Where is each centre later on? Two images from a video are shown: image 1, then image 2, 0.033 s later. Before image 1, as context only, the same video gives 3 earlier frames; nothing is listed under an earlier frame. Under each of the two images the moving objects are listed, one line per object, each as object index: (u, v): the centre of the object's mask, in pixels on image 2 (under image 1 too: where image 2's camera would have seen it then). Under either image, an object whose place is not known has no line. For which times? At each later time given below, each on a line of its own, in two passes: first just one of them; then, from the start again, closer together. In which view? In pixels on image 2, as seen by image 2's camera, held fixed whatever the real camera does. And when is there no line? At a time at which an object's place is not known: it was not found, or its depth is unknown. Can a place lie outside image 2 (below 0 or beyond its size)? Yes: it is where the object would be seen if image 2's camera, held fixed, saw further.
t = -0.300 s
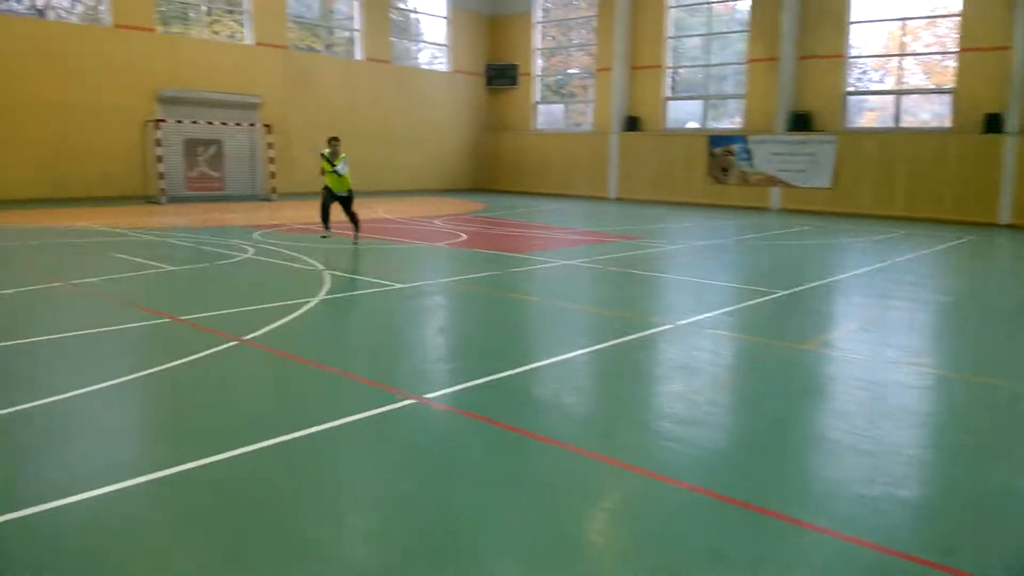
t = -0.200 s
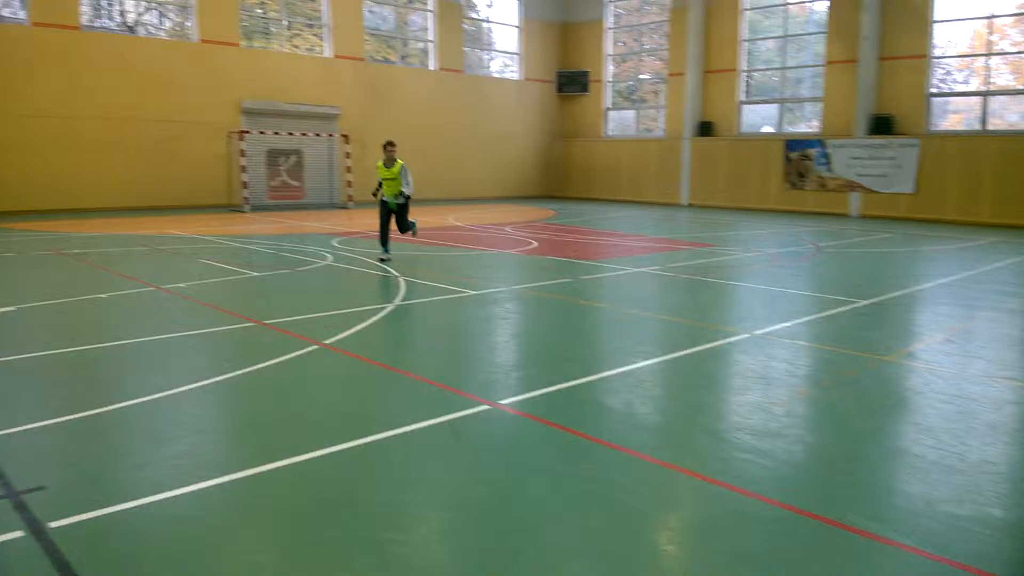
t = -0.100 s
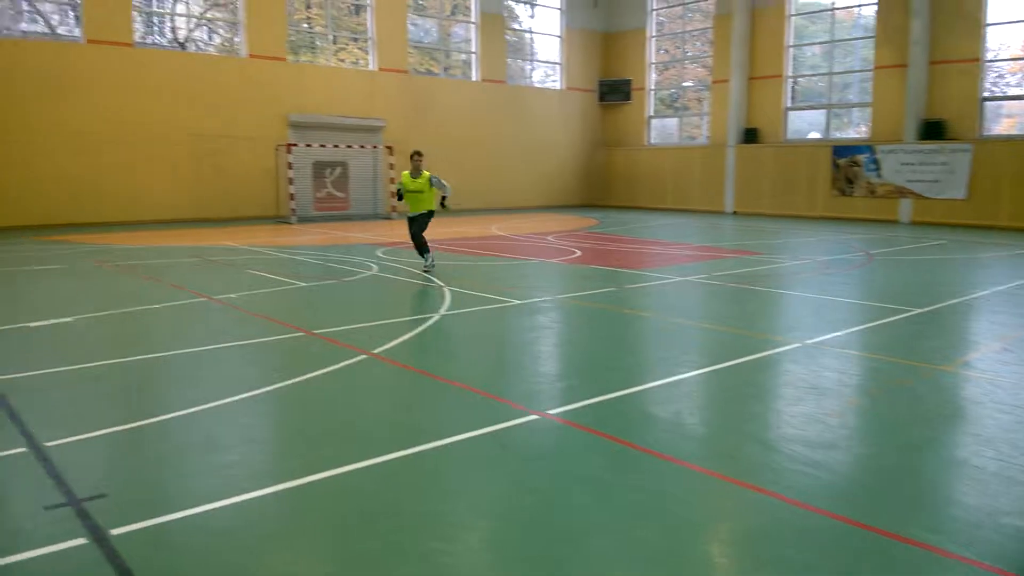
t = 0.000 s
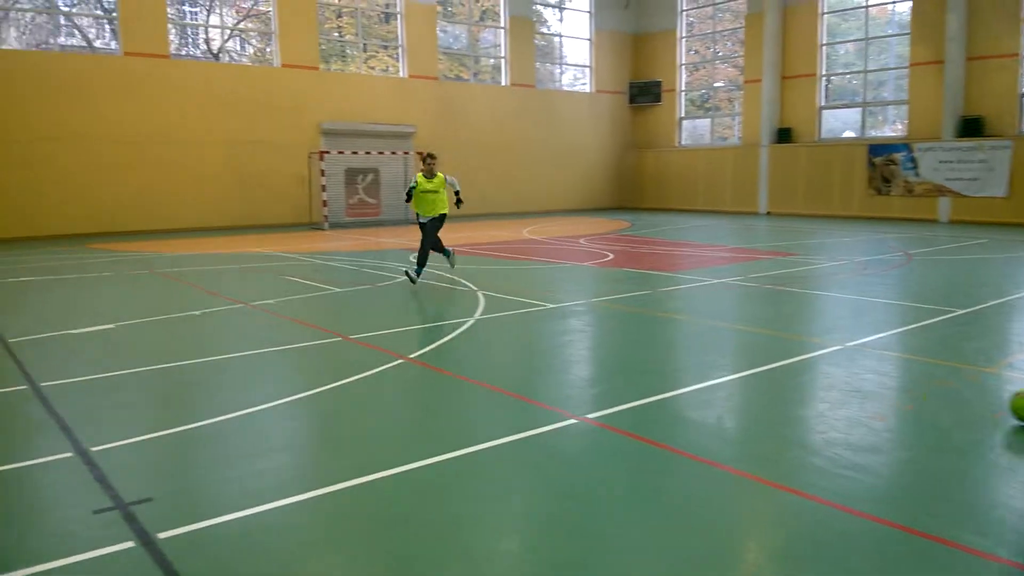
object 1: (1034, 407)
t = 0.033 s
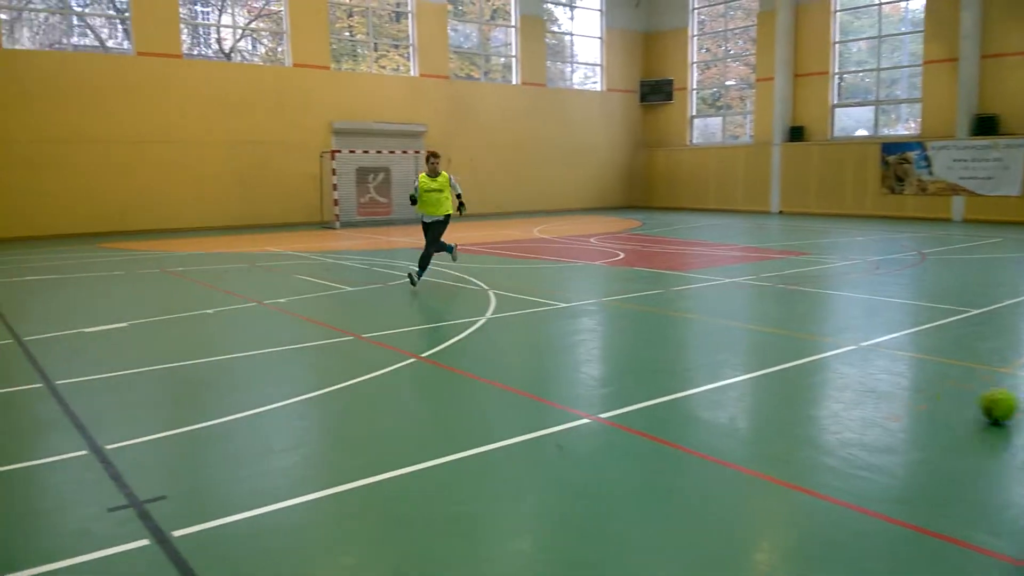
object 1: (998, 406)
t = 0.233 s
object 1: (755, 384)
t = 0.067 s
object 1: (954, 401)
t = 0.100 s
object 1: (913, 396)
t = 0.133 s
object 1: (872, 392)
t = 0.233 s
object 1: (755, 384)
